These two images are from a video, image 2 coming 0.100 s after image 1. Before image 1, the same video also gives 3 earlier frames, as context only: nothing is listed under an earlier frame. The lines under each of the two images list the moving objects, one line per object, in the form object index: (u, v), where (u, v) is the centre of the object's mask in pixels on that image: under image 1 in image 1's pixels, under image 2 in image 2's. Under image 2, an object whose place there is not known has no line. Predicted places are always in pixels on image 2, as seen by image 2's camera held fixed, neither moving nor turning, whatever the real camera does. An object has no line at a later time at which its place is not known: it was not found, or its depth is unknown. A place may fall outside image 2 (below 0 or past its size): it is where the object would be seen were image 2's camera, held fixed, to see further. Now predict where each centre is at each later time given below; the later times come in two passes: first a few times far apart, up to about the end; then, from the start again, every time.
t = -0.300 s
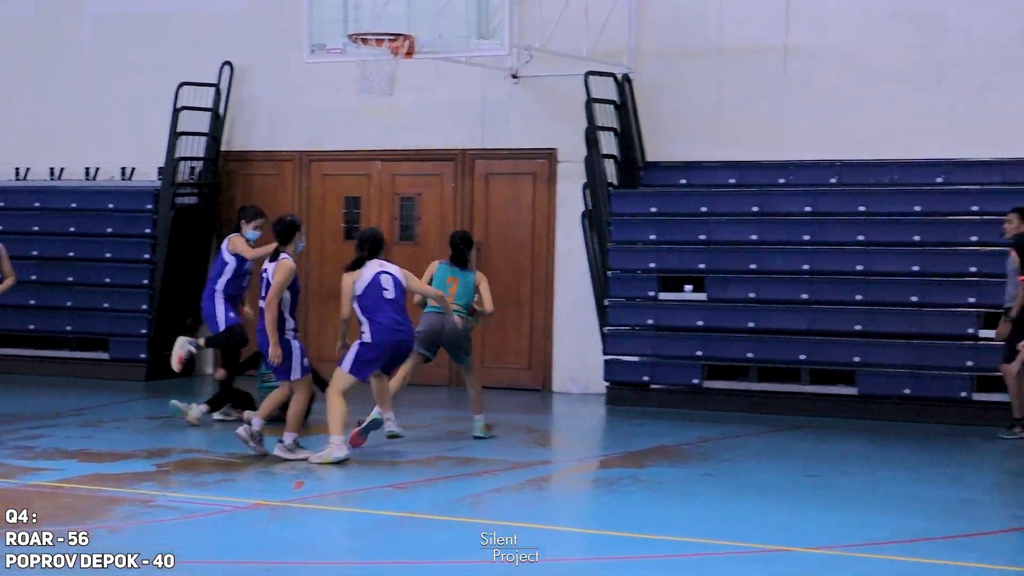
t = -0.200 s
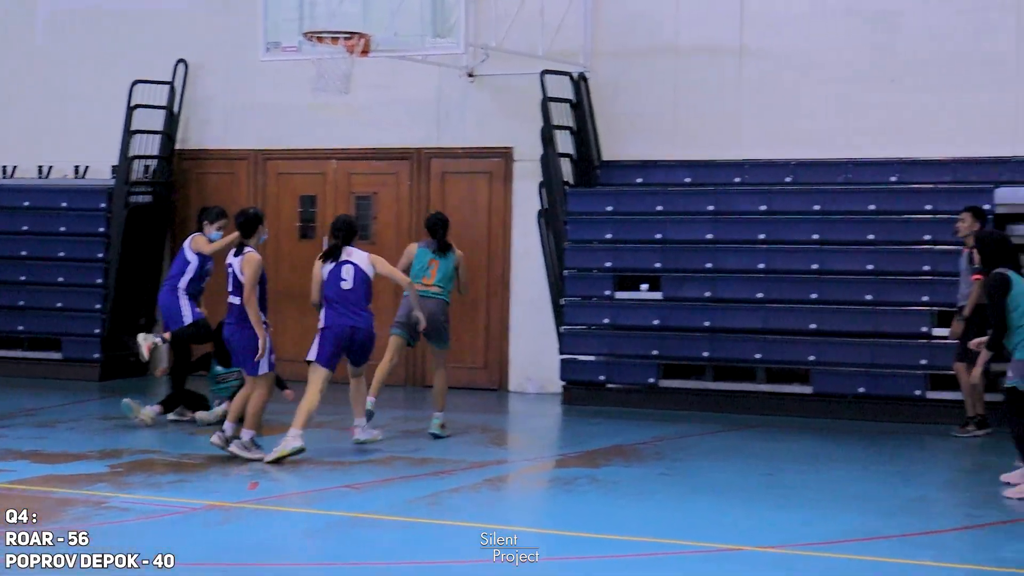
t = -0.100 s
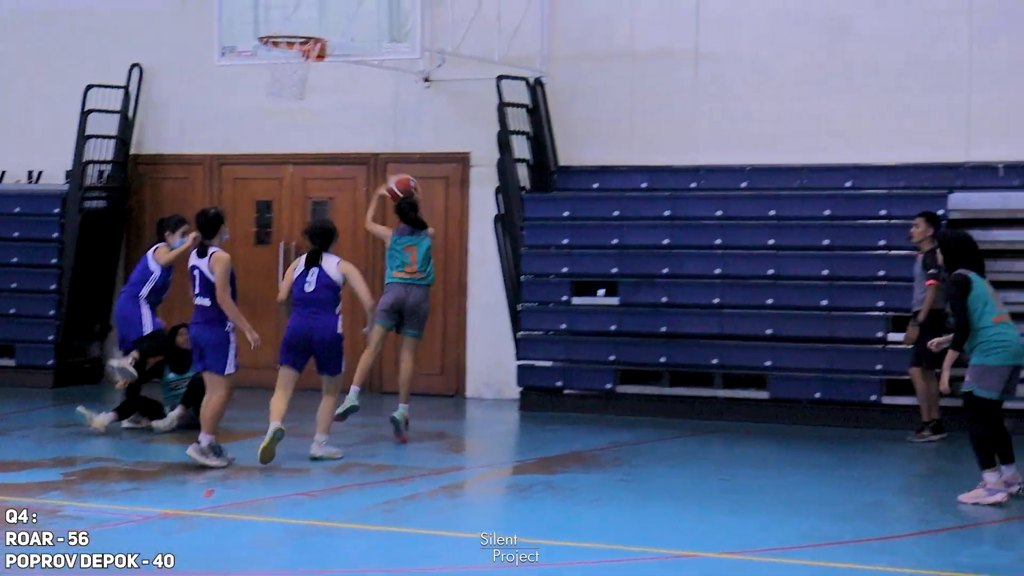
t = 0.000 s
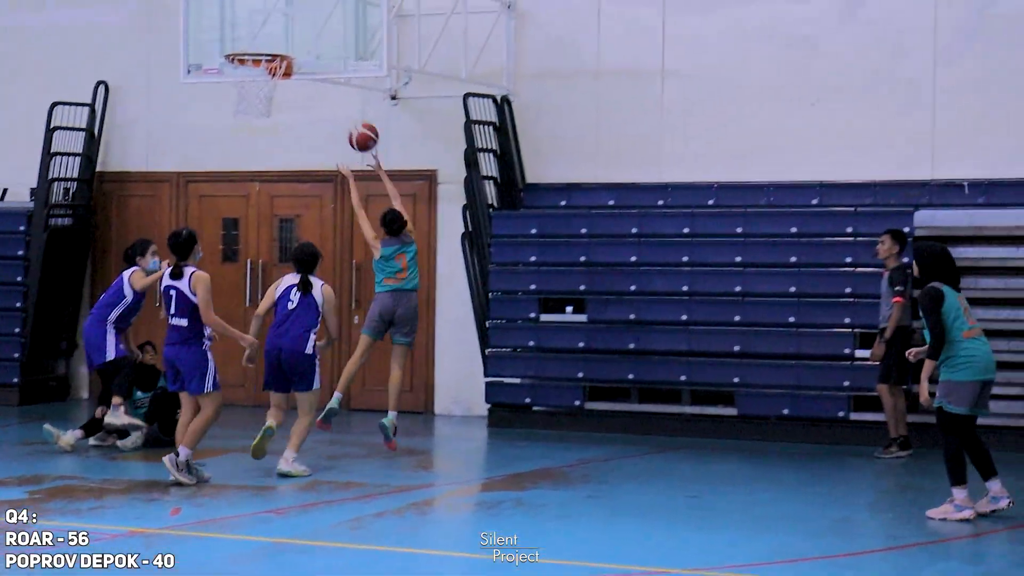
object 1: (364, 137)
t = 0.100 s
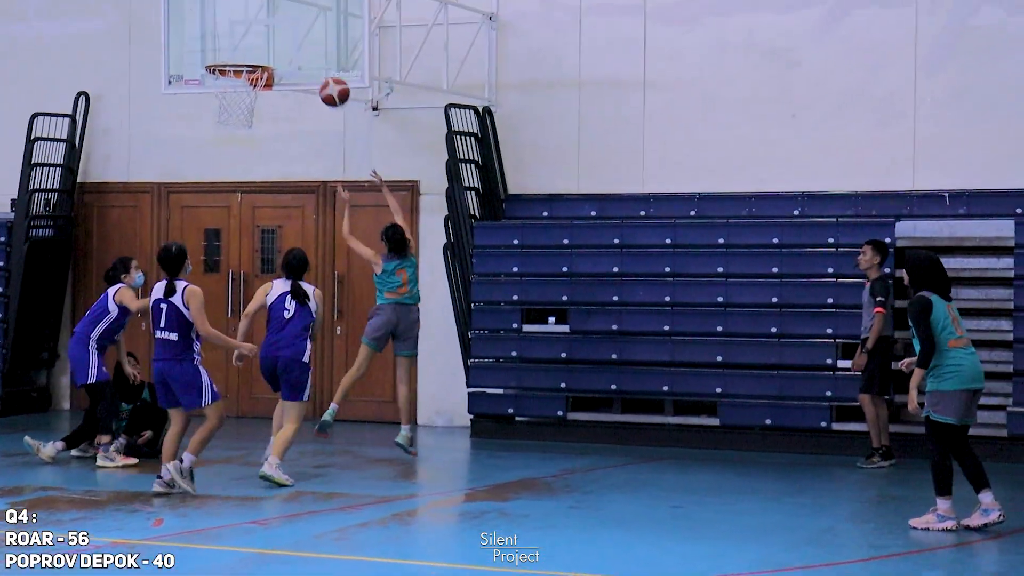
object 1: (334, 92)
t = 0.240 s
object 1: (320, 37)
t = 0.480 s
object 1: (284, 22)
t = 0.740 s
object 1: (254, 39)
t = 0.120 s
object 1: (333, 83)
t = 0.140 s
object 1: (331, 74)
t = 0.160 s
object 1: (329, 65)
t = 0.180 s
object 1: (326, 57)
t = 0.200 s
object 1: (324, 50)
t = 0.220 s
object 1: (322, 43)
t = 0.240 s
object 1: (320, 37)
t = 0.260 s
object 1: (318, 31)
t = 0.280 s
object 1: (315, 28)
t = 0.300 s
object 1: (312, 25)
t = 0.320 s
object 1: (309, 23)
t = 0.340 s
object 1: (306, 20)
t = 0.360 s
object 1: (303, 19)
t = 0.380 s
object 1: (300, 18)
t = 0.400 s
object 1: (297, 18)
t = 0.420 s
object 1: (294, 18)
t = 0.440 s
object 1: (290, 19)
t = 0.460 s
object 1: (287, 20)
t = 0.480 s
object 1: (284, 22)
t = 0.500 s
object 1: (281, 24)
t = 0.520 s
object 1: (278, 26)
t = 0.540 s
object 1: (276, 29)
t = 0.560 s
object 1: (272, 33)
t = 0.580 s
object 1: (269, 37)
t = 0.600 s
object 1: (266, 42)
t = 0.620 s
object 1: (263, 47)
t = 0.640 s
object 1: (261, 50)
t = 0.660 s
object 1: (259, 48)
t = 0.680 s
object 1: (258, 45)
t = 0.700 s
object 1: (256, 42)
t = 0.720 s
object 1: (255, 40)
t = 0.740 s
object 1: (254, 39)
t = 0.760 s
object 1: (253, 38)
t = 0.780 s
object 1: (251, 37)
